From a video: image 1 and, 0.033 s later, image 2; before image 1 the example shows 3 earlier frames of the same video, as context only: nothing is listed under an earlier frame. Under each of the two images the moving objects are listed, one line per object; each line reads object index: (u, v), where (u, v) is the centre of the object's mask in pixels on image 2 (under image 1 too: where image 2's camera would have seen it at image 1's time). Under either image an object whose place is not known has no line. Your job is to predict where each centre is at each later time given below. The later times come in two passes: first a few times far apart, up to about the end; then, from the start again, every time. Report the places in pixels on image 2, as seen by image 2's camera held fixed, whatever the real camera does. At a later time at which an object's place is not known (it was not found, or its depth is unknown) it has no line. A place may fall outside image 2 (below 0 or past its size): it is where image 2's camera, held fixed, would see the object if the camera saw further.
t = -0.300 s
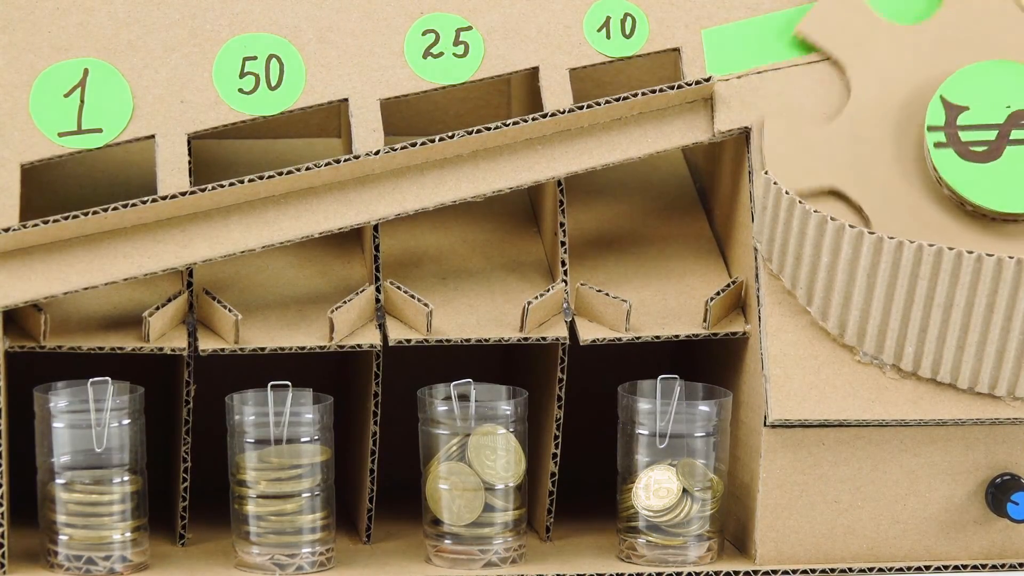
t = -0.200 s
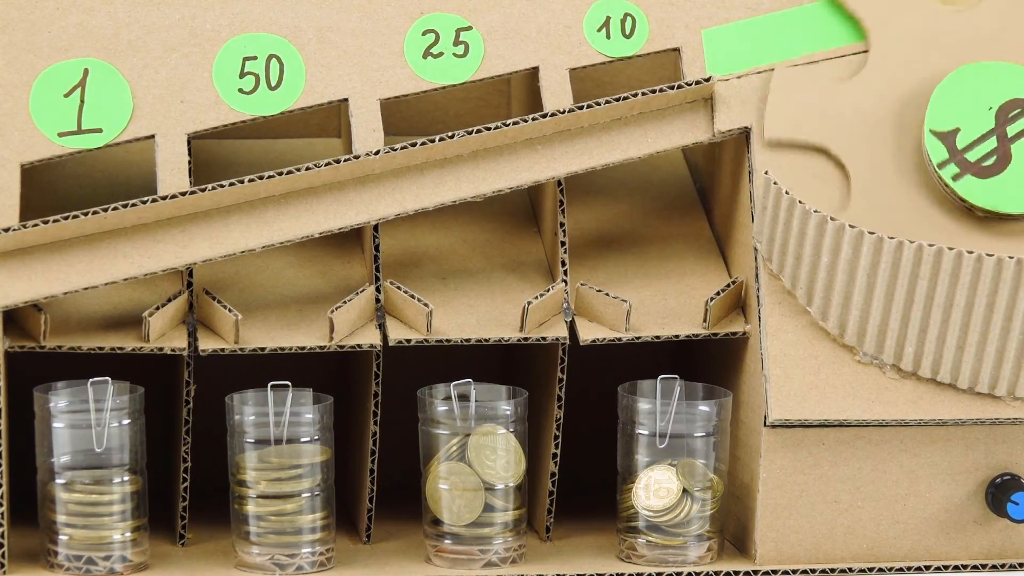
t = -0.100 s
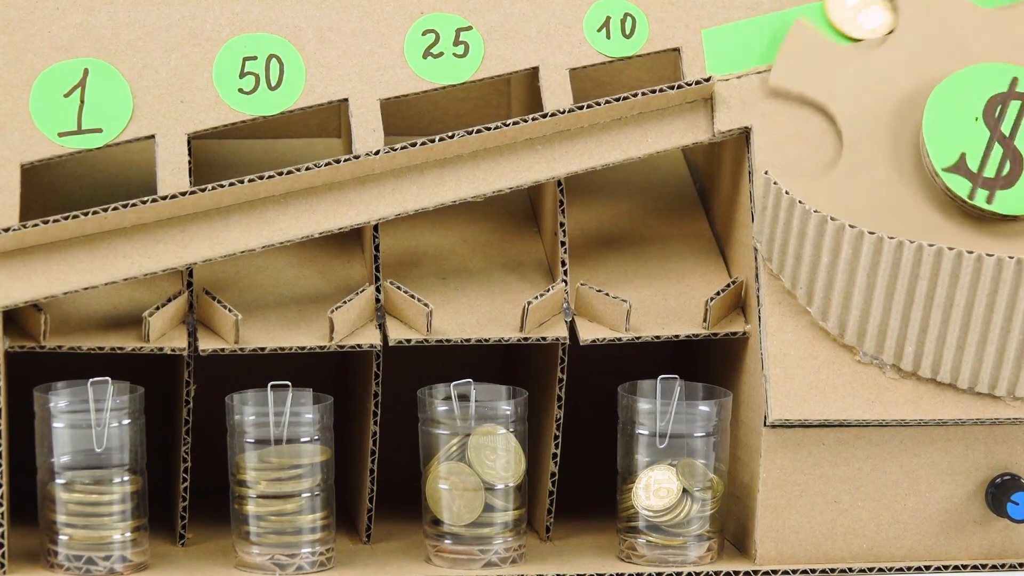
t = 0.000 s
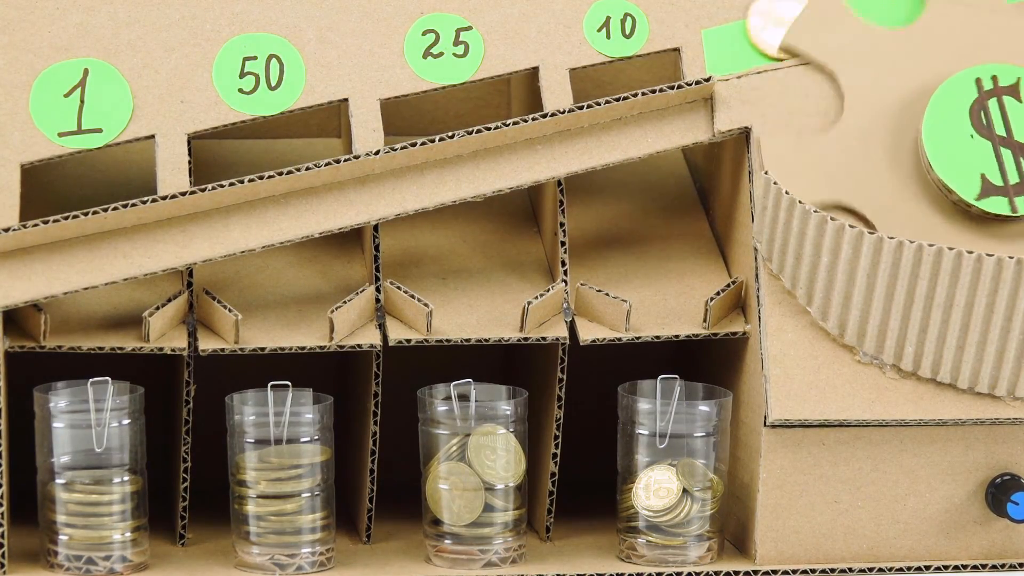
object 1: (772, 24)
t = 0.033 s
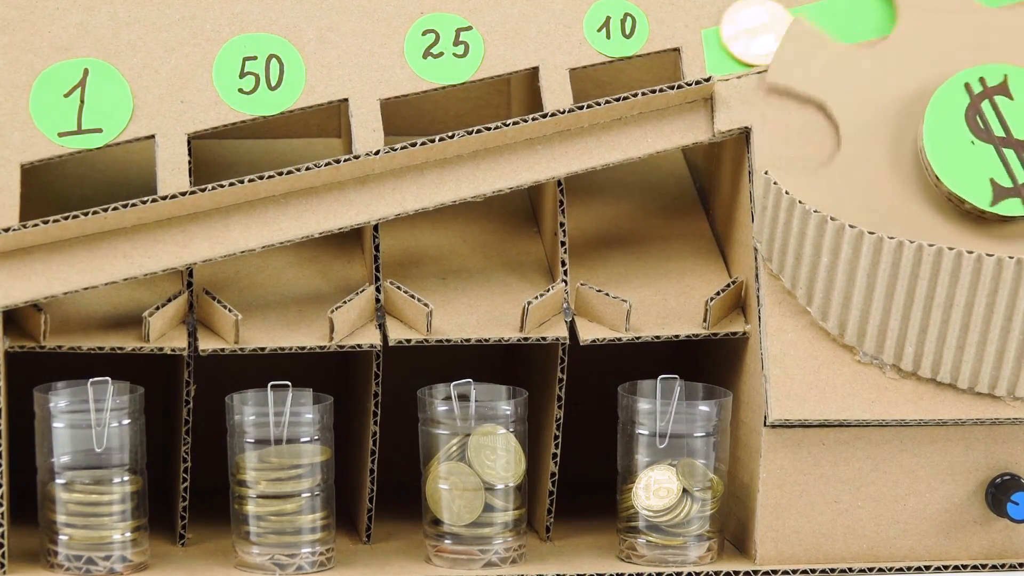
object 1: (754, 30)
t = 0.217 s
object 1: (625, 66)
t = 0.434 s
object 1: (470, 100)
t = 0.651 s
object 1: (316, 134)
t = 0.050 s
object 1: (745, 33)
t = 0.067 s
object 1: (735, 36)
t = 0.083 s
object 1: (724, 38)
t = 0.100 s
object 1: (713, 41)
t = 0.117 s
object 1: (702, 44)
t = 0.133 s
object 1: (690, 48)
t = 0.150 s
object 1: (679, 53)
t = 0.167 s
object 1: (665, 57)
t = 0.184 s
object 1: (652, 60)
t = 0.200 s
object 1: (638, 62)
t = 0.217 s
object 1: (625, 66)
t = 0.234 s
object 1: (611, 69)
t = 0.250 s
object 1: (599, 72)
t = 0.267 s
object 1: (586, 74)
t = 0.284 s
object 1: (574, 77)
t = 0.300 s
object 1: (562, 79)
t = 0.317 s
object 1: (551, 82)
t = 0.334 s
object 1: (539, 84)
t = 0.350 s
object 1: (528, 87)
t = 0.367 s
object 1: (516, 90)
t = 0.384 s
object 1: (504, 92)
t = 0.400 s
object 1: (493, 94)
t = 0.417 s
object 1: (482, 97)
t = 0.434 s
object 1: (470, 100)
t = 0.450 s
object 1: (458, 103)
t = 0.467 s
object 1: (446, 106)
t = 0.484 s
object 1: (433, 108)
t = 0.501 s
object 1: (422, 111)
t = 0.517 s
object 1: (410, 113)
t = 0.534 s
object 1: (397, 116)
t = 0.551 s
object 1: (385, 119)
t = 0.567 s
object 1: (373, 121)
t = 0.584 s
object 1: (361, 124)
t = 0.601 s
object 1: (350, 126)
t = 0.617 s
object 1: (339, 129)
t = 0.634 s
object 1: (327, 132)
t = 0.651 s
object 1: (316, 134)
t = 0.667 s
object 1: (307, 136)
